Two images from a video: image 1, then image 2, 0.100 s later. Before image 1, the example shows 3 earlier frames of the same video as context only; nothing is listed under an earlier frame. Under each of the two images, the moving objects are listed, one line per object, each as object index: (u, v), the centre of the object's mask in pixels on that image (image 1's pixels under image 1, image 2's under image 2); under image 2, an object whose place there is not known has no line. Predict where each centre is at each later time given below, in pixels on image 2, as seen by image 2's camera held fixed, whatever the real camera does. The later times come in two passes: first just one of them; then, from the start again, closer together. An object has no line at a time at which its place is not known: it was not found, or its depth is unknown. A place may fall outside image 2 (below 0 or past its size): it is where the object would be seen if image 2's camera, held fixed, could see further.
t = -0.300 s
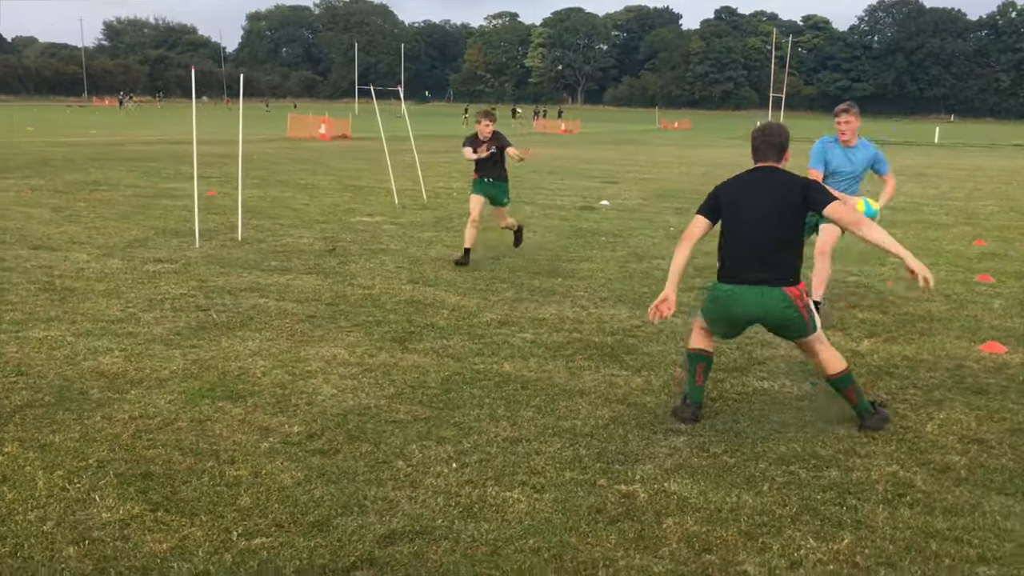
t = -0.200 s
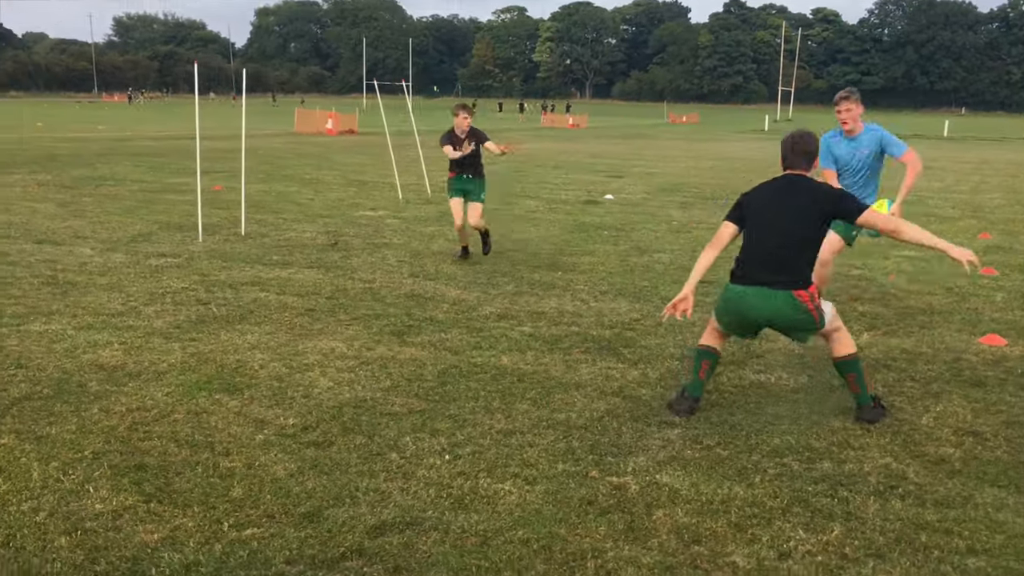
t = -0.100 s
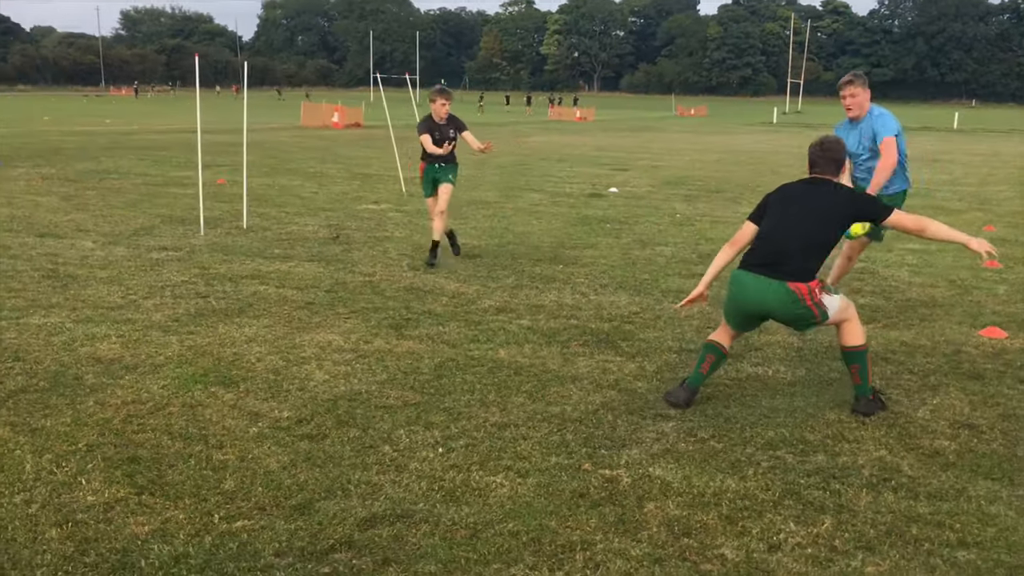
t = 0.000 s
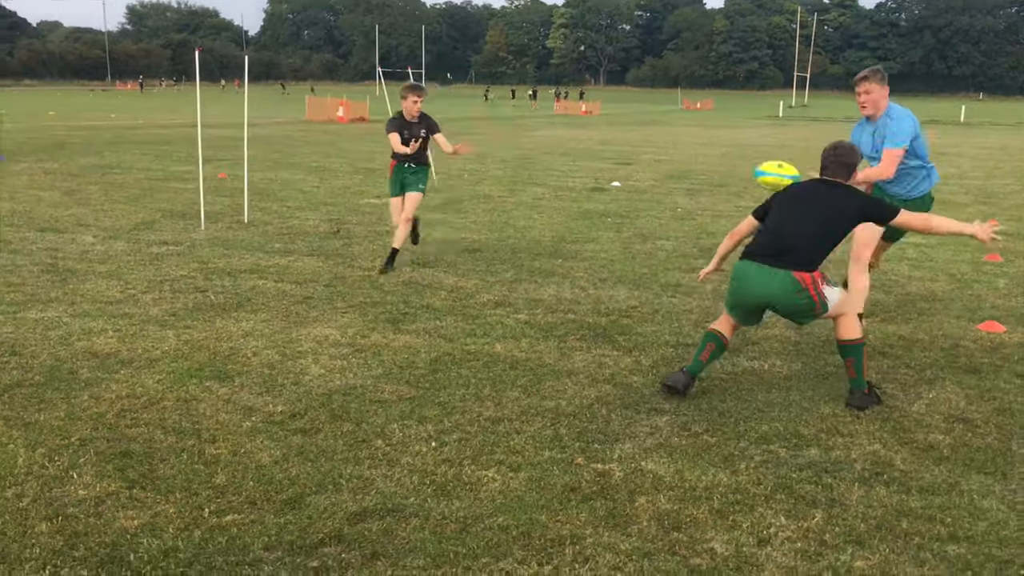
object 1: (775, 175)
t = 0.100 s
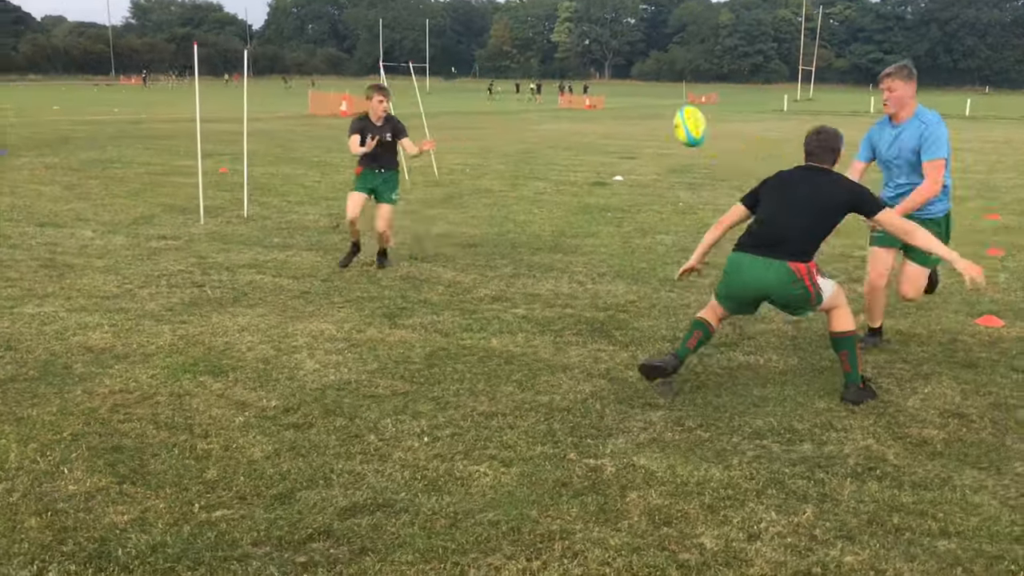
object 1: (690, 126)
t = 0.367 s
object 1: (447, 76)
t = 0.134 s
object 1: (659, 114)
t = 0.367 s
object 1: (447, 76)
